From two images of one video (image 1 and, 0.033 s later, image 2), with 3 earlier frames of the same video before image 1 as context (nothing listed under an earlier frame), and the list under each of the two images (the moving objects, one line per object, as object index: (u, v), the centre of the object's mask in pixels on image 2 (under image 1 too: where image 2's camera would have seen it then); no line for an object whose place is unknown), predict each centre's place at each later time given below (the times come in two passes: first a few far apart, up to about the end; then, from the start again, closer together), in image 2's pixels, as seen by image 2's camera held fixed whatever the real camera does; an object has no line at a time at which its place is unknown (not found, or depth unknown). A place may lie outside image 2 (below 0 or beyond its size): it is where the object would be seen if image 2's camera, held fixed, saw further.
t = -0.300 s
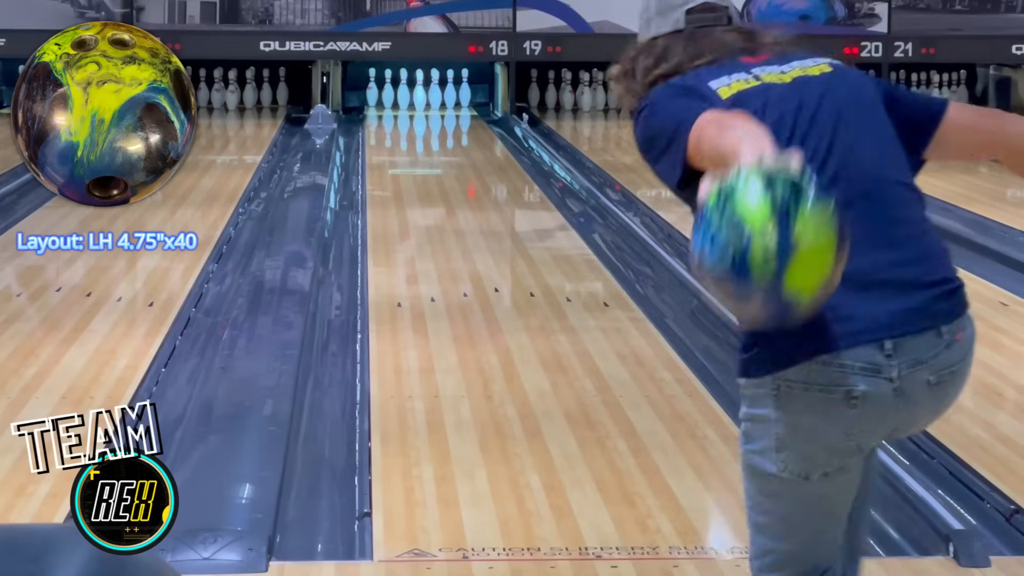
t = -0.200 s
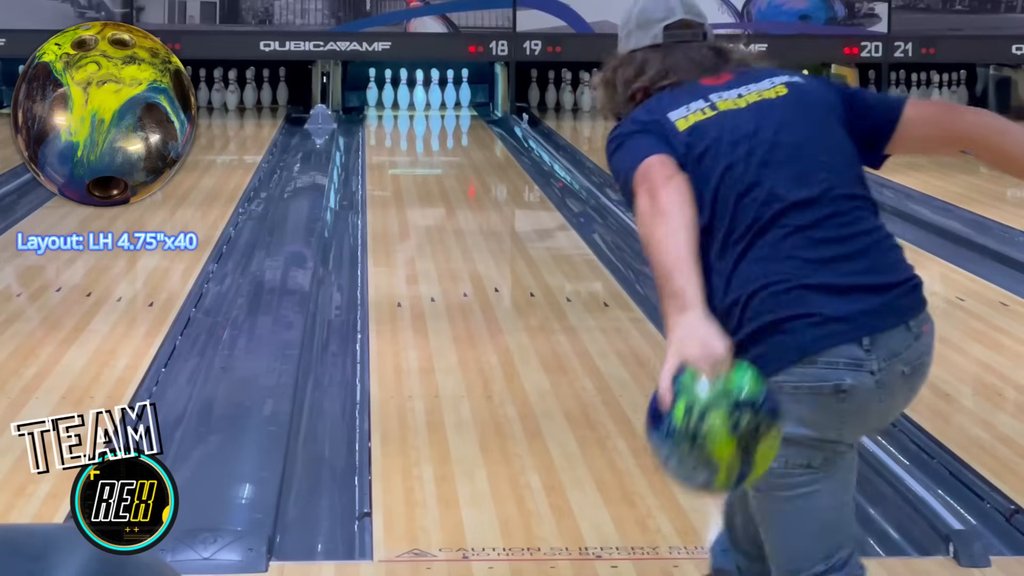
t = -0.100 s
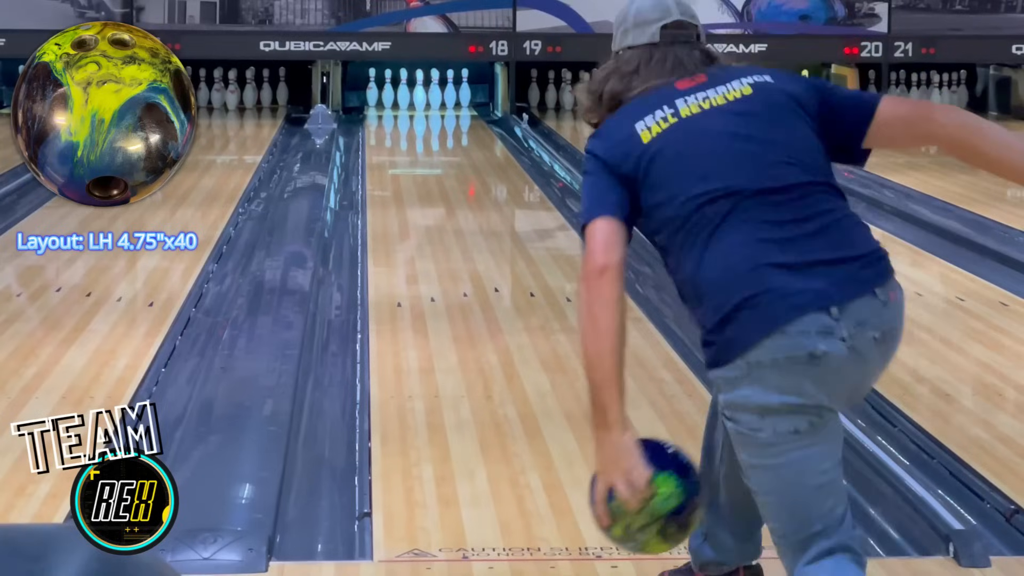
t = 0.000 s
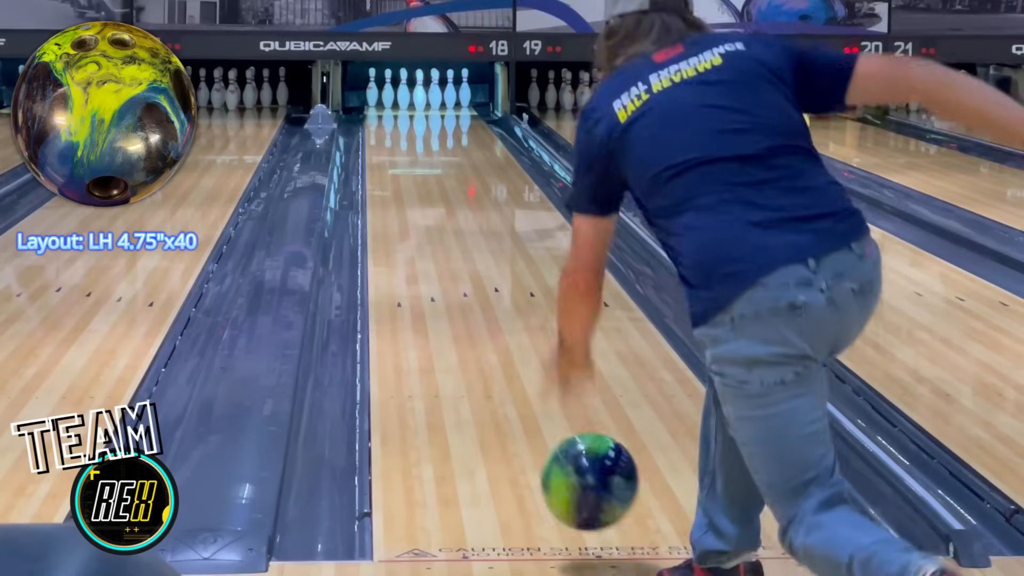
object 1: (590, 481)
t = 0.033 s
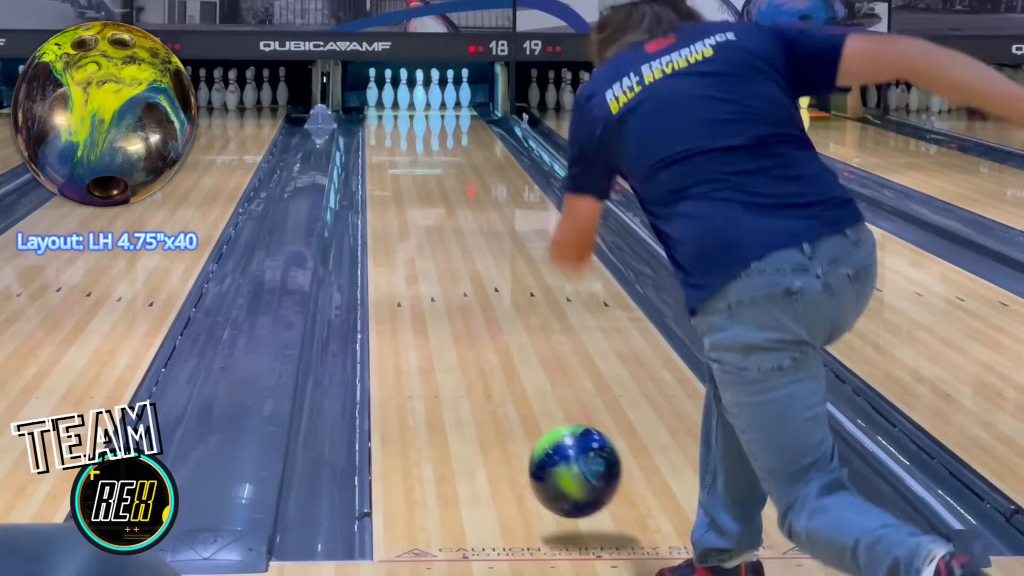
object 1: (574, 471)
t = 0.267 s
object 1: (502, 367)
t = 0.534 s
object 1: (455, 281)
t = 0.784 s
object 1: (428, 230)
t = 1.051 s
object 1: (409, 191)
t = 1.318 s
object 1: (396, 163)
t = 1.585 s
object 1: (390, 141)
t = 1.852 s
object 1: (389, 125)
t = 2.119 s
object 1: (396, 112)
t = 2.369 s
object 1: (409, 102)
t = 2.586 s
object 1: (412, 98)
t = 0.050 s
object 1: (568, 468)
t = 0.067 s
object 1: (561, 466)
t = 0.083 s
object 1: (555, 462)
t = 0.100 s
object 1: (550, 449)
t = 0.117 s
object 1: (544, 435)
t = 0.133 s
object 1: (539, 426)
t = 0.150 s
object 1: (533, 418)
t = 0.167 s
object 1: (528, 410)
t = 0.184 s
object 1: (523, 404)
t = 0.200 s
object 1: (519, 396)
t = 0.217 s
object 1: (514, 388)
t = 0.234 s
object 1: (510, 381)
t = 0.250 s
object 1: (506, 374)
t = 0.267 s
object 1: (502, 367)
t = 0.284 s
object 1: (499, 360)
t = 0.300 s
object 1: (495, 354)
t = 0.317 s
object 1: (492, 348)
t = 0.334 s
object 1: (488, 341)
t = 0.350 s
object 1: (485, 335)
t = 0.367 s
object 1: (481, 330)
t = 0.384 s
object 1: (478, 324)
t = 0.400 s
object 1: (476, 319)
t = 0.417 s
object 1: (473, 314)
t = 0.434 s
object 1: (470, 308)
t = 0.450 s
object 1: (467, 303)
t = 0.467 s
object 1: (465, 299)
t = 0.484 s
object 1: (462, 294)
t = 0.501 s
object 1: (460, 290)
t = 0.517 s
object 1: (457, 286)
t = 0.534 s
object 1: (455, 281)
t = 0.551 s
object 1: (453, 277)
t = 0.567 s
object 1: (451, 274)
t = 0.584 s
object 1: (449, 269)
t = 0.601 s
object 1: (447, 265)
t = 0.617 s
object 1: (445, 262)
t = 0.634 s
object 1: (443, 258)
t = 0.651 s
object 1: (442, 255)
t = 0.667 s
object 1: (439, 251)
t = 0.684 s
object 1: (437, 248)
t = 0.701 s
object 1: (436, 245)
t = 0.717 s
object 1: (434, 242)
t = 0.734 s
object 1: (433, 239)
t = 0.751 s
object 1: (431, 235)
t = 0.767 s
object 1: (429, 233)
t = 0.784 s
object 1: (428, 230)
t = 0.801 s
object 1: (427, 227)
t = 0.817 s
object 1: (425, 224)
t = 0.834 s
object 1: (424, 221)
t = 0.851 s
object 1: (423, 219)
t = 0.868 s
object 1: (421, 216)
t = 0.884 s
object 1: (420, 213)
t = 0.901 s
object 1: (419, 211)
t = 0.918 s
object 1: (418, 208)
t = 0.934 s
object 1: (417, 206)
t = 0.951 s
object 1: (415, 204)
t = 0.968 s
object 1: (414, 202)
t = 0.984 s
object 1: (413, 200)
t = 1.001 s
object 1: (412, 197)
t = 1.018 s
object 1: (411, 196)
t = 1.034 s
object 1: (410, 193)
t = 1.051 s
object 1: (409, 191)
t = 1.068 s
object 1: (408, 189)
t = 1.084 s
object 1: (407, 187)
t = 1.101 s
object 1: (406, 185)
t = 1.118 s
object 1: (405, 183)
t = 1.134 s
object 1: (404, 181)
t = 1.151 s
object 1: (403, 179)
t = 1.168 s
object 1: (403, 178)
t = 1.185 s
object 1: (402, 176)
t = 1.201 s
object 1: (403, 176)
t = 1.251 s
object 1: (400, 169)
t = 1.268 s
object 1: (399, 168)
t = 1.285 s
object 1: (398, 166)
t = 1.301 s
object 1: (397, 164)
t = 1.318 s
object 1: (396, 163)
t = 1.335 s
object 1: (396, 161)
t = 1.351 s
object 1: (396, 159)
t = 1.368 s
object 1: (395, 158)
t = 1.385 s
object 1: (395, 157)
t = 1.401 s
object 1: (394, 155)
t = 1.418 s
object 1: (394, 154)
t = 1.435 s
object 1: (393, 153)
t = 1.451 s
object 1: (393, 152)
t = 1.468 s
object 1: (393, 150)
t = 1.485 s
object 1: (392, 149)
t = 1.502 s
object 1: (391, 147)
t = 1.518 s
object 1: (391, 146)
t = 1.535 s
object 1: (391, 145)
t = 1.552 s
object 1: (391, 144)
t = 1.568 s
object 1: (390, 143)
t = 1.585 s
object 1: (390, 141)
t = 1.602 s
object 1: (390, 140)
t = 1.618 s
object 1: (389, 139)
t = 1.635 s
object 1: (389, 138)
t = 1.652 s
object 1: (389, 137)
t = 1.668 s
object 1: (389, 135)
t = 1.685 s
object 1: (388, 135)
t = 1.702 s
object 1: (389, 134)
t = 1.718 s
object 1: (388, 133)
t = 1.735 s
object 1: (388, 132)
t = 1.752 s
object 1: (388, 131)
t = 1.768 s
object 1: (388, 130)
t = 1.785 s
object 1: (389, 129)
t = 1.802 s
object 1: (388, 128)
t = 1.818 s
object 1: (389, 126)
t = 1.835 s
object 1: (389, 126)
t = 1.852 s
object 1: (389, 125)
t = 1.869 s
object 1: (389, 124)
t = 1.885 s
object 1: (389, 123)
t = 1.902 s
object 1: (391, 122)
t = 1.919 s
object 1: (391, 122)
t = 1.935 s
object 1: (390, 121)
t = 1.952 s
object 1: (391, 120)
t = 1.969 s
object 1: (391, 119)
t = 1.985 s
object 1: (392, 118)
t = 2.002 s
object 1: (392, 118)
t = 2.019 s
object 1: (392, 116)
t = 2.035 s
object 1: (393, 116)
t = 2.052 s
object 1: (394, 115)
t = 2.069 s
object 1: (394, 114)
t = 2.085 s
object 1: (395, 113)
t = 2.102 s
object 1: (396, 113)
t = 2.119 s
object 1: (396, 112)
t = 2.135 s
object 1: (397, 111)
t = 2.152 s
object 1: (397, 111)
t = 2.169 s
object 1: (398, 110)
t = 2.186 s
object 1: (399, 109)
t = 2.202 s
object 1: (399, 109)
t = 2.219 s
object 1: (400, 108)
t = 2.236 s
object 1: (401, 108)
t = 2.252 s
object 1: (402, 107)
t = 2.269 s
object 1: (402, 106)
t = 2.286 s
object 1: (404, 106)
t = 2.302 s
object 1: (405, 105)
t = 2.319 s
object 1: (406, 104)
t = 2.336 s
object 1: (407, 104)
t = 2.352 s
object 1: (408, 104)
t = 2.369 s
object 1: (409, 102)
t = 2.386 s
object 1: (410, 102)
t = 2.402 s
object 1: (411, 101)
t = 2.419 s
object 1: (412, 101)
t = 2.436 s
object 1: (411, 101)
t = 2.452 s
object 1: (411, 100)
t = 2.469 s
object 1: (411, 100)
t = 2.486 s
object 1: (411, 99)
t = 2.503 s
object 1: (412, 99)
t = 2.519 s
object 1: (413, 98)
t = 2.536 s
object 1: (413, 99)
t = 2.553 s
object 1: (413, 98)
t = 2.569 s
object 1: (412, 98)
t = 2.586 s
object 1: (412, 98)
